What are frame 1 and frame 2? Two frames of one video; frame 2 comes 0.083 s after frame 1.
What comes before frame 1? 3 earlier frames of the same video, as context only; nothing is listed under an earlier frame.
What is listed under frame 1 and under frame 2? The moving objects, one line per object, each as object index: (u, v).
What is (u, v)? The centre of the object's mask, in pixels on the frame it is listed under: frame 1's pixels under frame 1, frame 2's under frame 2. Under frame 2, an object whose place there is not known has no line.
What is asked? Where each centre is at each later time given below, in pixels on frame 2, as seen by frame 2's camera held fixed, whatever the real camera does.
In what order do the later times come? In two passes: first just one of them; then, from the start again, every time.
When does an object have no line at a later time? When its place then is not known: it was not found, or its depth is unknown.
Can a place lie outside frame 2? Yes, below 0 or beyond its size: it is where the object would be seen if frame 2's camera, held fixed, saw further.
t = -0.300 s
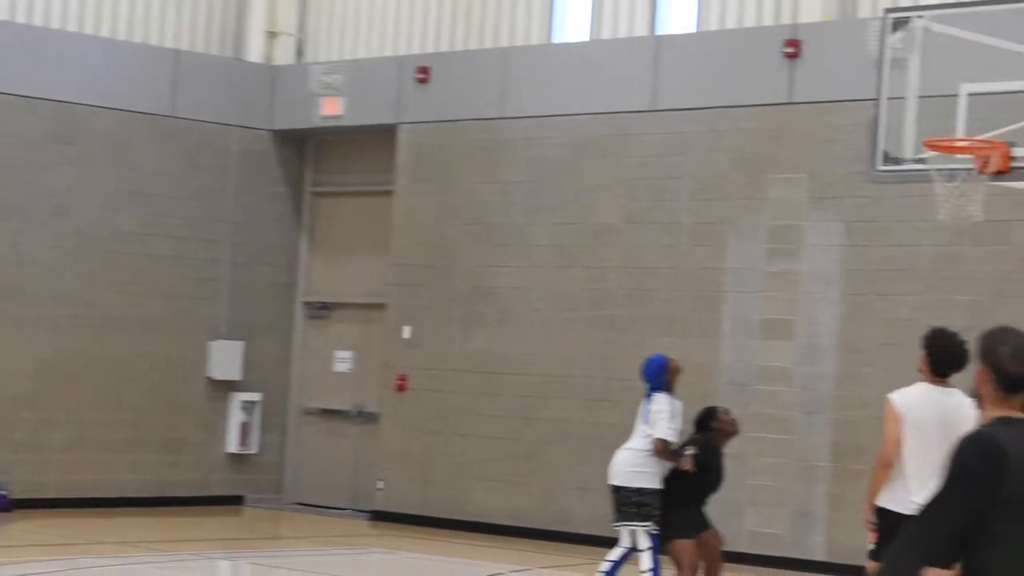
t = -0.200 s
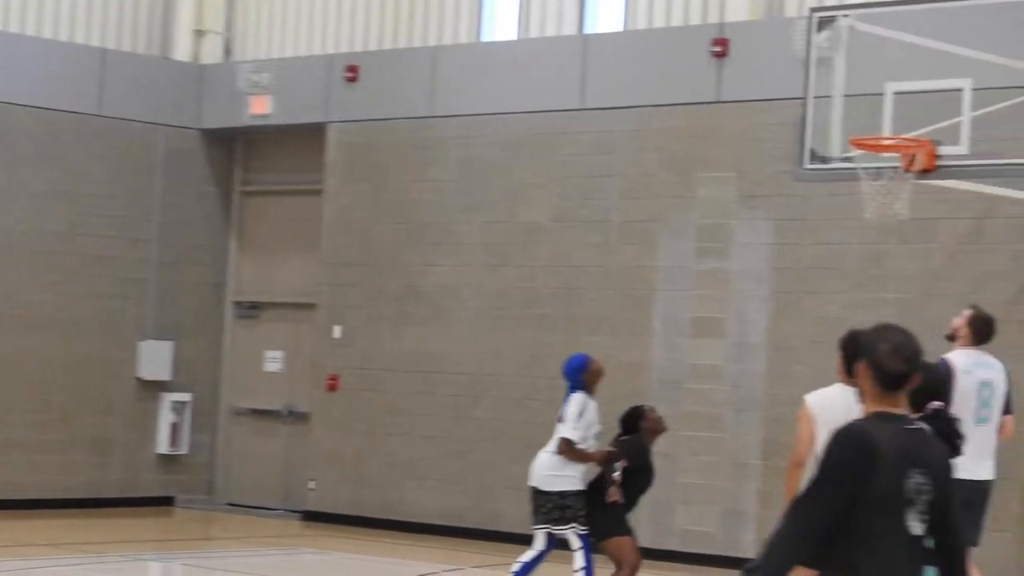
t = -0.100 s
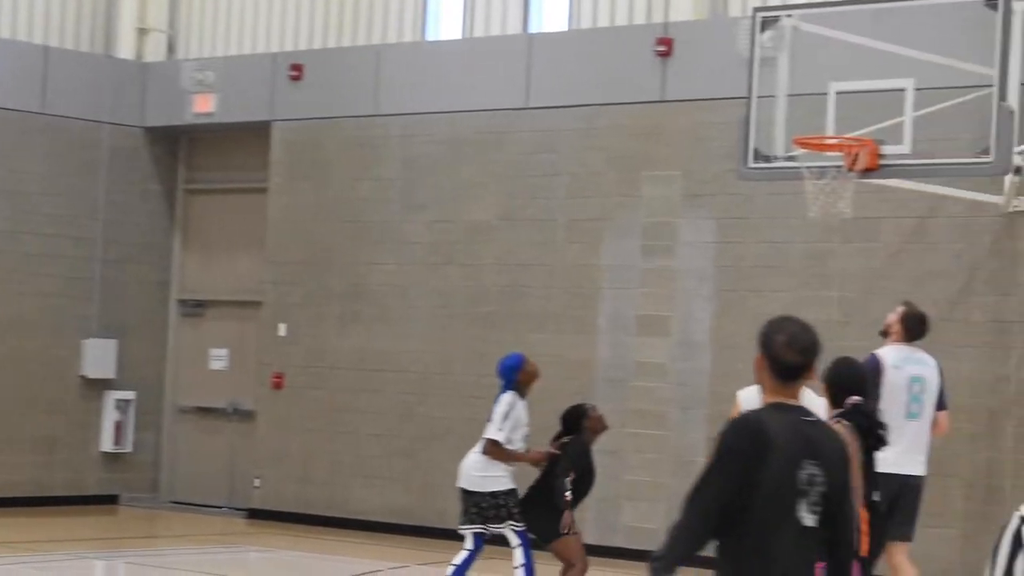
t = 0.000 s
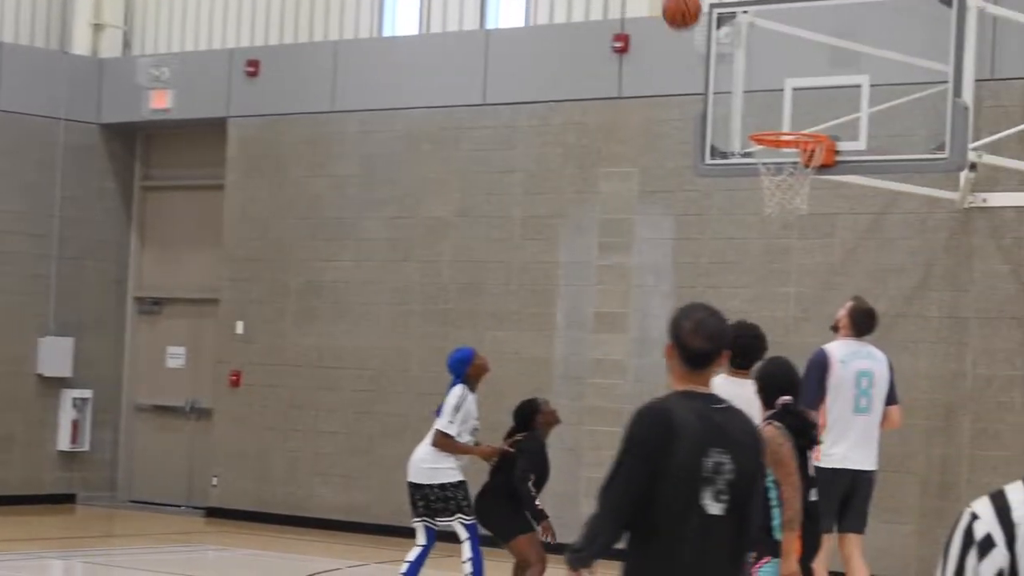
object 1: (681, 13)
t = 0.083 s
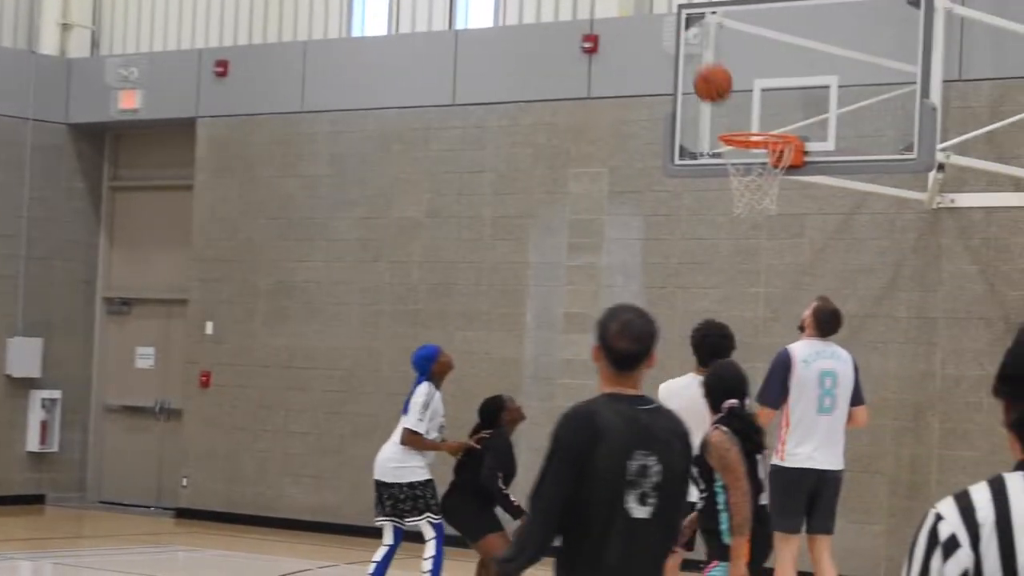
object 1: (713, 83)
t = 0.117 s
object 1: (738, 114)
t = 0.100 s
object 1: (726, 99)
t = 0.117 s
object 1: (738, 114)
